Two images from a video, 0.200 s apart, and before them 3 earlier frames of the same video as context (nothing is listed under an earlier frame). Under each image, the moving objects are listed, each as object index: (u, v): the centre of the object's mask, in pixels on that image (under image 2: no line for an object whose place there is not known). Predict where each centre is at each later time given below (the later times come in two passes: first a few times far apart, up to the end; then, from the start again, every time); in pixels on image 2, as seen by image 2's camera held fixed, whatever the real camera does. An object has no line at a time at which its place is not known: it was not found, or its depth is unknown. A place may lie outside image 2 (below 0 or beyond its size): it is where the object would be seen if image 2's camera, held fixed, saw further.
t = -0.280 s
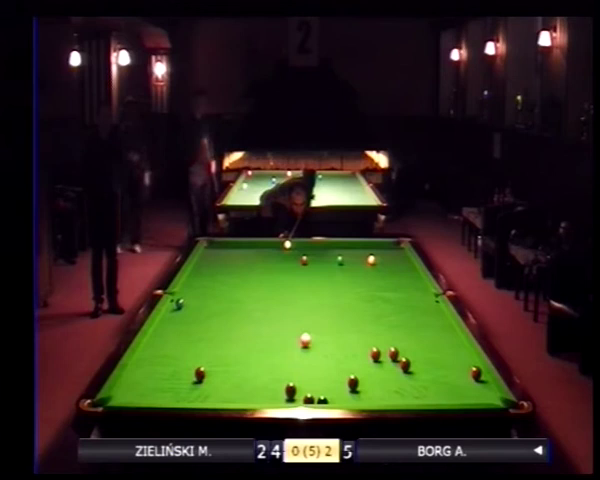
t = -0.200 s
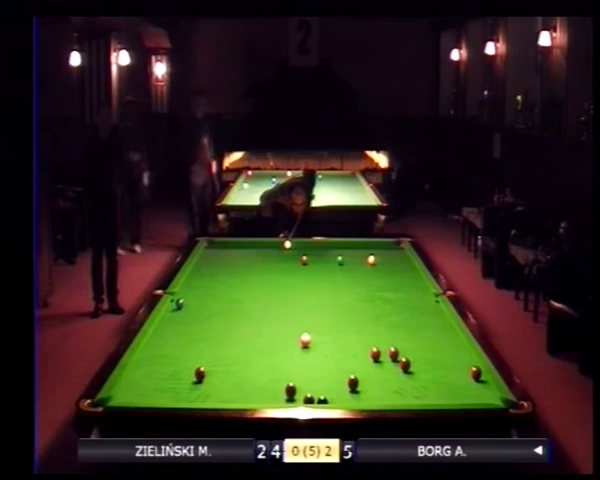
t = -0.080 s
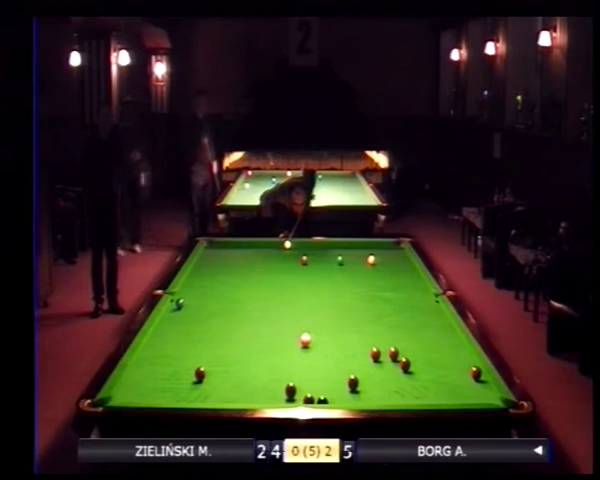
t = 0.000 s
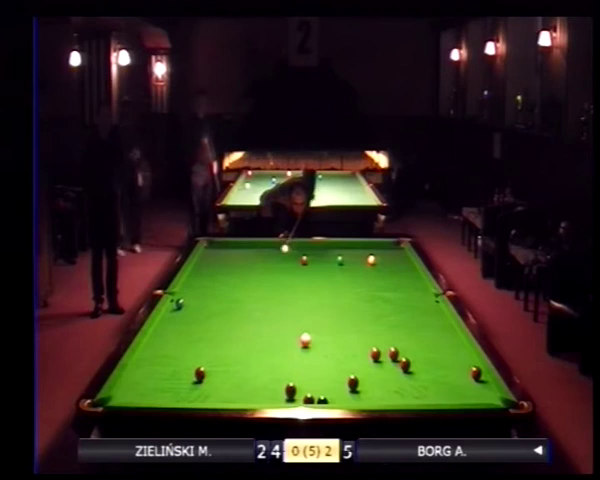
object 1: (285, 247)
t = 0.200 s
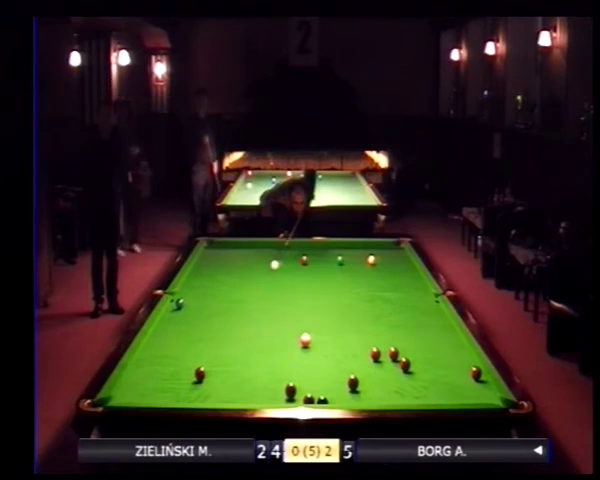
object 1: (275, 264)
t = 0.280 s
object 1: (270, 272)
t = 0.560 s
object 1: (250, 305)
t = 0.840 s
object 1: (222, 349)
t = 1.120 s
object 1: (240, 391)
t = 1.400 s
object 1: (280, 383)
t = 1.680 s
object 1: (310, 358)
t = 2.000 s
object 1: (339, 335)
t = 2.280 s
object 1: (360, 318)
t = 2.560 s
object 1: (378, 304)
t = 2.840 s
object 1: (394, 291)
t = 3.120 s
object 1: (407, 281)
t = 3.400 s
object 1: (413, 271)
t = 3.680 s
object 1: (400, 264)
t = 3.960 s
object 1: (388, 259)
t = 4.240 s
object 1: (377, 253)
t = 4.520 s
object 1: (367, 248)
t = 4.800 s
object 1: (358, 243)
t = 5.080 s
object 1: (351, 243)
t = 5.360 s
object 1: (346, 246)
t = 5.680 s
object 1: (339, 250)
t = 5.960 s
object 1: (333, 252)
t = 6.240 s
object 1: (328, 255)
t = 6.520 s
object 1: (323, 258)
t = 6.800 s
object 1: (318, 260)
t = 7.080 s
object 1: (313, 263)
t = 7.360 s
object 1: (308, 265)
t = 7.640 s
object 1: (304, 268)
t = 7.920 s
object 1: (299, 270)
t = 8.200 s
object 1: (296, 272)
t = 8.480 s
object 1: (292, 274)
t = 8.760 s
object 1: (288, 276)
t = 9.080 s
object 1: (285, 277)
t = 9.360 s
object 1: (283, 279)
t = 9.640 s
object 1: (280, 280)
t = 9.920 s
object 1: (279, 281)
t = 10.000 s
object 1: (278, 281)
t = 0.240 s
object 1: (272, 268)
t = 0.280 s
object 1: (270, 272)
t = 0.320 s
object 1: (267, 276)
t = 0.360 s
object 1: (264, 281)
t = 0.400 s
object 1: (262, 285)
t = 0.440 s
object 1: (259, 290)
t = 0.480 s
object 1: (256, 295)
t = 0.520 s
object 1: (253, 300)
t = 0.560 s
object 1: (250, 305)
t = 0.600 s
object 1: (246, 310)
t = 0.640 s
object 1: (243, 316)
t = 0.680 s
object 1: (239, 322)
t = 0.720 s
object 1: (235, 328)
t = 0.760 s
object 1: (231, 335)
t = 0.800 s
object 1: (227, 341)
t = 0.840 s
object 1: (222, 349)
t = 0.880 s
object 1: (217, 356)
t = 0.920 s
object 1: (212, 365)
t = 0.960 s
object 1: (212, 372)
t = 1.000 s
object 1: (219, 376)
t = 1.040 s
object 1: (226, 381)
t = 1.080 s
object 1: (234, 386)
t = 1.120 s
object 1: (240, 391)
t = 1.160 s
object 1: (247, 394)
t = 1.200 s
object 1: (253, 398)
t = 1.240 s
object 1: (259, 398)
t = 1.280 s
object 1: (265, 395)
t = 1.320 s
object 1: (269, 391)
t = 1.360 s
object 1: (274, 387)
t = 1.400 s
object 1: (280, 383)
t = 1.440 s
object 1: (284, 379)
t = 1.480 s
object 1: (289, 375)
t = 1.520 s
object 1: (293, 371)
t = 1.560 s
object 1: (298, 368)
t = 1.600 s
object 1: (302, 365)
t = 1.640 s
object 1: (306, 361)
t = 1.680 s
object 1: (310, 358)
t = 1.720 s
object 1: (314, 355)
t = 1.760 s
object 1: (318, 352)
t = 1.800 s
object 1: (322, 349)
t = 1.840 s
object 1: (325, 345)
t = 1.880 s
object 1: (329, 342)
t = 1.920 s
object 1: (333, 340)
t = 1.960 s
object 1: (336, 337)
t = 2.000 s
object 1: (339, 335)
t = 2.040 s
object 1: (343, 333)
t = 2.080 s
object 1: (346, 330)
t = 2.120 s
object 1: (348, 327)
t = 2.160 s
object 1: (352, 325)
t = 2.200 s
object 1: (354, 323)
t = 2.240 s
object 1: (357, 320)
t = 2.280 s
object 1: (360, 318)
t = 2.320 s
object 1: (363, 316)
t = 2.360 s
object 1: (366, 314)
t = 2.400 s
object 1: (368, 311)
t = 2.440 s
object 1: (371, 309)
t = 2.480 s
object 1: (373, 307)
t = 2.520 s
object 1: (376, 305)
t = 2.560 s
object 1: (378, 304)
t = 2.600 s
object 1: (381, 302)
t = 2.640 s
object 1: (383, 300)
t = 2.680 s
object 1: (385, 298)
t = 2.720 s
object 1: (387, 296)
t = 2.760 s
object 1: (390, 295)
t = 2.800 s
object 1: (392, 293)
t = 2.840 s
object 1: (394, 291)
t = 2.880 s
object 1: (395, 289)
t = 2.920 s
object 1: (397, 288)
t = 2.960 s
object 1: (399, 286)
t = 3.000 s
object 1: (401, 284)
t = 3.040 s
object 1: (403, 283)
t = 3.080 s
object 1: (405, 282)
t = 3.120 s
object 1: (407, 281)
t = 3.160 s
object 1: (409, 279)
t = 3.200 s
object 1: (410, 278)
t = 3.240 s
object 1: (412, 276)
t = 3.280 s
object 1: (414, 275)
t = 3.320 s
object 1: (415, 273)
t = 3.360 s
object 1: (416, 272)
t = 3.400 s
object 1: (413, 271)
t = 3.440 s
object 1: (411, 270)
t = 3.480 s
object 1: (409, 269)
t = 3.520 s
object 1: (407, 268)
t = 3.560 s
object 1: (405, 267)
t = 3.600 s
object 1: (403, 267)
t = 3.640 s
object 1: (401, 265)
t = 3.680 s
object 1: (400, 264)
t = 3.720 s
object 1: (398, 264)
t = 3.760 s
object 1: (396, 262)
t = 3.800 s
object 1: (394, 262)
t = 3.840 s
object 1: (393, 261)
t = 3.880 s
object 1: (391, 260)
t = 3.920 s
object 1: (389, 259)
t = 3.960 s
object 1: (388, 259)
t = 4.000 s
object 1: (386, 258)
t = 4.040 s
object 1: (384, 257)
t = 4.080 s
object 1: (383, 256)
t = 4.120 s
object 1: (381, 255)
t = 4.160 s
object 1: (380, 254)
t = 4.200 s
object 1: (378, 254)
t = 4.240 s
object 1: (377, 253)
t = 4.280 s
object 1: (375, 252)
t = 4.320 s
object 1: (374, 251)
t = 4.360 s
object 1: (372, 250)
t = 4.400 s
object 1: (371, 250)
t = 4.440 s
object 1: (370, 249)
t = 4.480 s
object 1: (368, 248)
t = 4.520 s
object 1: (367, 248)
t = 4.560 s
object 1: (365, 247)
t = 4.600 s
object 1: (364, 247)
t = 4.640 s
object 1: (363, 246)
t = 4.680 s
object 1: (362, 245)
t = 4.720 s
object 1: (361, 244)
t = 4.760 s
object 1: (359, 244)
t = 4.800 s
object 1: (358, 243)
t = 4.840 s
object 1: (357, 243)
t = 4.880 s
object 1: (356, 242)
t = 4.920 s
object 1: (355, 242)
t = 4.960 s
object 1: (354, 243)
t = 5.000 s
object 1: (353, 243)
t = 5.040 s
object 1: (352, 243)
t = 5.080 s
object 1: (351, 243)
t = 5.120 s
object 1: (351, 244)
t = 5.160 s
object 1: (350, 244)
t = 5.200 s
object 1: (349, 245)
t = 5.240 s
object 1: (348, 245)
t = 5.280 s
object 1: (347, 246)
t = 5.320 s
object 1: (346, 246)
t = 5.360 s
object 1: (346, 246)
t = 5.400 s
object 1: (344, 247)
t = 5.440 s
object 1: (343, 247)
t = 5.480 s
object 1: (343, 248)
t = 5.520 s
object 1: (342, 248)
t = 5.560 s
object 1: (341, 248)
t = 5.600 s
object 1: (340, 249)
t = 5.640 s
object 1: (339, 249)
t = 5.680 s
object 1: (339, 250)
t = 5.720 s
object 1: (338, 250)
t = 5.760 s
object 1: (337, 250)
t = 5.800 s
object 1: (336, 251)
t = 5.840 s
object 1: (336, 251)
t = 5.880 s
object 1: (335, 251)
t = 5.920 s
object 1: (334, 252)
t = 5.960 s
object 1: (333, 252)
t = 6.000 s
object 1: (332, 253)
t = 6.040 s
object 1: (332, 253)
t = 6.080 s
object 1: (331, 254)
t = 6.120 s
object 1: (330, 254)
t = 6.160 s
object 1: (329, 255)
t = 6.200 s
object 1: (328, 255)
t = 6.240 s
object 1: (328, 255)
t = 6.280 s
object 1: (327, 255)
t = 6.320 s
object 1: (326, 256)
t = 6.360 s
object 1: (325, 257)
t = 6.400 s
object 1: (325, 257)
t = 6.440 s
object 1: (324, 257)
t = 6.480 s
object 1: (323, 257)
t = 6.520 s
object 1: (323, 258)
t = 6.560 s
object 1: (322, 258)
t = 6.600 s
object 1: (321, 259)
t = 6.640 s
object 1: (320, 259)
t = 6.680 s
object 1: (320, 259)
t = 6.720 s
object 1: (319, 260)
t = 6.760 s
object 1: (318, 260)
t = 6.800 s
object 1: (318, 260)
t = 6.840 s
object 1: (317, 261)
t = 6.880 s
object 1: (317, 261)
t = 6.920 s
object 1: (316, 262)
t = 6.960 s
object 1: (315, 262)
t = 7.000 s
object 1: (314, 262)
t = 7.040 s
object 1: (313, 263)
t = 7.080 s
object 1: (313, 263)
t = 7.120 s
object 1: (312, 263)
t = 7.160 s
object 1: (311, 264)
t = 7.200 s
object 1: (310, 264)
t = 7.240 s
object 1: (310, 264)
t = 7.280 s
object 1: (310, 265)
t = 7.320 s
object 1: (309, 265)
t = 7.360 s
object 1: (308, 265)
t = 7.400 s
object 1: (308, 266)
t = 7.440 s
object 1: (307, 266)
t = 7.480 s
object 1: (306, 267)
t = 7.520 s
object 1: (305, 267)
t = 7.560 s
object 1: (305, 267)
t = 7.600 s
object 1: (304, 267)
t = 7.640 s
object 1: (304, 268)
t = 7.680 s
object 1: (303, 268)
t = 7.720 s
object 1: (302, 268)
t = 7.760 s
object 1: (301, 269)
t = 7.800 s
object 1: (301, 269)
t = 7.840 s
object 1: (300, 269)
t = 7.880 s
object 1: (300, 270)
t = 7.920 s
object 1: (299, 270)
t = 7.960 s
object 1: (299, 270)
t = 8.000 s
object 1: (298, 271)
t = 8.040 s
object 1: (298, 271)
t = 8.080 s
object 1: (297, 271)
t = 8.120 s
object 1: (297, 272)
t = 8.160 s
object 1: (296, 272)
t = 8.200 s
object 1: (296, 272)
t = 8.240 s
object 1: (295, 272)
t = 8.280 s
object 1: (294, 273)
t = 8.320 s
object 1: (294, 273)
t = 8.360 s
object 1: (293, 273)
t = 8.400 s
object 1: (293, 273)
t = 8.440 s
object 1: (292, 273)
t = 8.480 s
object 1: (292, 274)
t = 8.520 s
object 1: (291, 274)
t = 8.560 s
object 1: (291, 274)
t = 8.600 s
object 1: (290, 274)
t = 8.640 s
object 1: (289, 275)
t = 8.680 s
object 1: (289, 275)
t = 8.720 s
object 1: (289, 275)
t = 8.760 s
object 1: (288, 276)
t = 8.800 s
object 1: (288, 276)
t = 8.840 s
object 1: (287, 276)
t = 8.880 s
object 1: (287, 276)
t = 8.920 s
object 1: (287, 277)
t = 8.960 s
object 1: (286, 277)
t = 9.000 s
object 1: (286, 277)
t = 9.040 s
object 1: (285, 277)
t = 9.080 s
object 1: (285, 277)
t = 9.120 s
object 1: (285, 278)
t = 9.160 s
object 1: (284, 278)
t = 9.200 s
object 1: (284, 278)
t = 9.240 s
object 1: (284, 278)
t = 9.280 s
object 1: (283, 278)
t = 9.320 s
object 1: (283, 279)
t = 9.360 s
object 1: (283, 279)
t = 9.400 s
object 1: (282, 279)
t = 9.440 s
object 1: (282, 279)
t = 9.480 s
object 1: (281, 279)
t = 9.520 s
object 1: (281, 279)
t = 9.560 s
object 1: (281, 279)
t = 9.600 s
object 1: (281, 280)
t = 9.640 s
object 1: (280, 280)
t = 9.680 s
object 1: (280, 280)
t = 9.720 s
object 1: (280, 280)
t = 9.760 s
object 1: (280, 280)
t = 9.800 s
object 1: (279, 280)
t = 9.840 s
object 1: (279, 280)
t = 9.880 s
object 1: (279, 280)
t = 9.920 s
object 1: (279, 281)
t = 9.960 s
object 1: (278, 281)
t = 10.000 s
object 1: (278, 281)
